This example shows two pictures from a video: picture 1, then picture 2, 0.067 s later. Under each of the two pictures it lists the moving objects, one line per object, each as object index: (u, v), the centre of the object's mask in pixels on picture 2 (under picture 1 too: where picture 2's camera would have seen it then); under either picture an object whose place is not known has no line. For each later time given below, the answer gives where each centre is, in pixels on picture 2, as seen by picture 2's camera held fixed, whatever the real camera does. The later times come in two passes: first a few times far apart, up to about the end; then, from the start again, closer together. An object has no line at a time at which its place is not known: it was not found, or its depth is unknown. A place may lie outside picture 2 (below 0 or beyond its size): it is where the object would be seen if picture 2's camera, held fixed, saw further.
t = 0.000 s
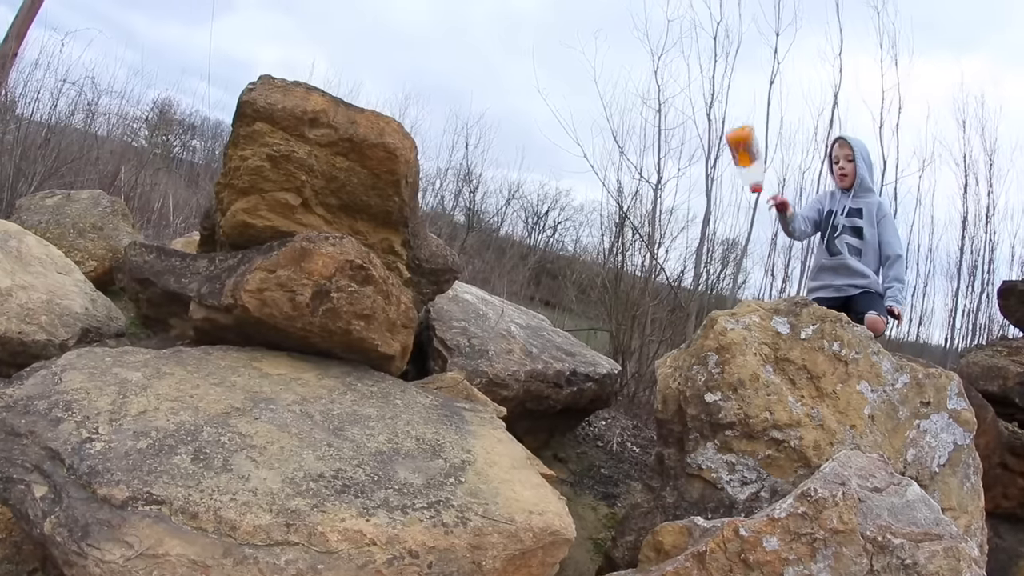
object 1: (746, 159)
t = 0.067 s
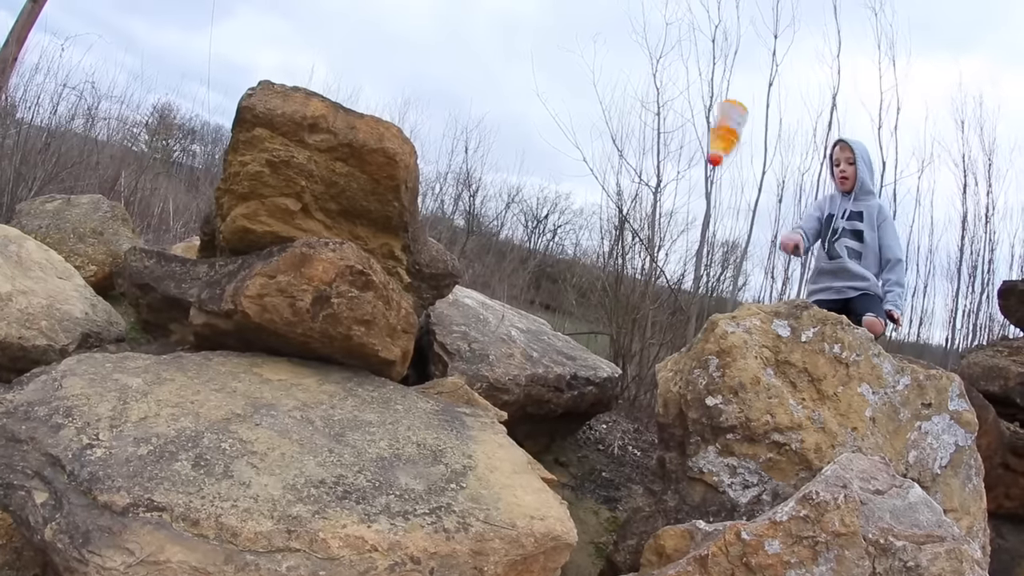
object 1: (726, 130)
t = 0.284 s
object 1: (645, 127)
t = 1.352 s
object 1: (355, 382)
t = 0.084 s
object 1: (722, 124)
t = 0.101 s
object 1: (717, 118)
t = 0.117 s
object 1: (712, 115)
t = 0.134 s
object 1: (707, 112)
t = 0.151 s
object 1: (702, 110)
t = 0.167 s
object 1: (696, 108)
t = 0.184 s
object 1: (690, 108)
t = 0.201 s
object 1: (684, 109)
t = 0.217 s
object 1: (677, 110)
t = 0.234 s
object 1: (669, 112)
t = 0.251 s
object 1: (661, 116)
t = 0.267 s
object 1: (654, 121)
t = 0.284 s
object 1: (645, 127)
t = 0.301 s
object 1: (636, 135)
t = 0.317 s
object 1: (626, 144)
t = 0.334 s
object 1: (615, 154)
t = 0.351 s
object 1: (603, 166)
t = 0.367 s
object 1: (590, 181)
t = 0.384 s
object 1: (578, 196)
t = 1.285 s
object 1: (356, 380)
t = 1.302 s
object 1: (356, 381)
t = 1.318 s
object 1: (356, 381)
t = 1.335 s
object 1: (356, 382)
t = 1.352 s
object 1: (355, 382)
